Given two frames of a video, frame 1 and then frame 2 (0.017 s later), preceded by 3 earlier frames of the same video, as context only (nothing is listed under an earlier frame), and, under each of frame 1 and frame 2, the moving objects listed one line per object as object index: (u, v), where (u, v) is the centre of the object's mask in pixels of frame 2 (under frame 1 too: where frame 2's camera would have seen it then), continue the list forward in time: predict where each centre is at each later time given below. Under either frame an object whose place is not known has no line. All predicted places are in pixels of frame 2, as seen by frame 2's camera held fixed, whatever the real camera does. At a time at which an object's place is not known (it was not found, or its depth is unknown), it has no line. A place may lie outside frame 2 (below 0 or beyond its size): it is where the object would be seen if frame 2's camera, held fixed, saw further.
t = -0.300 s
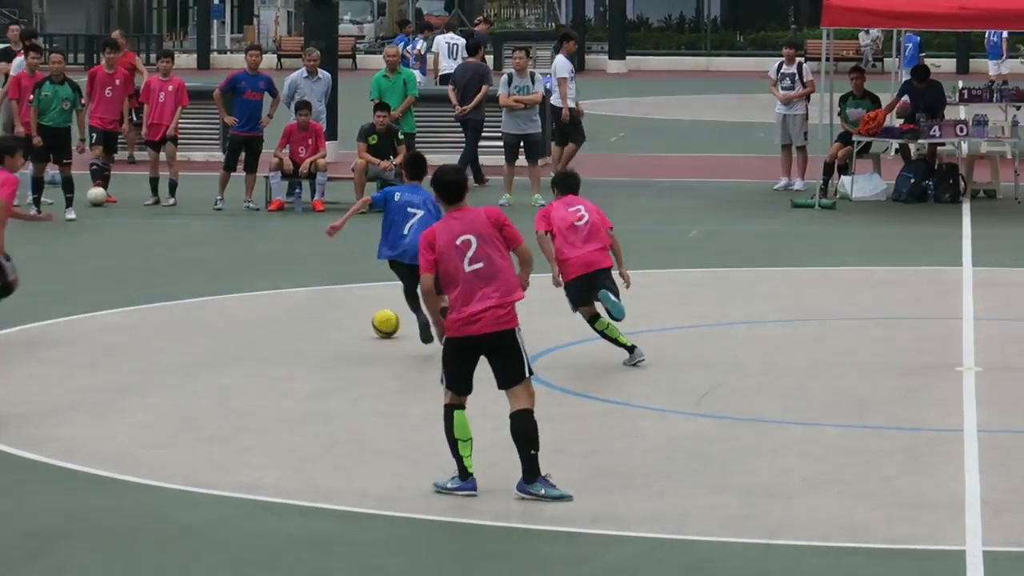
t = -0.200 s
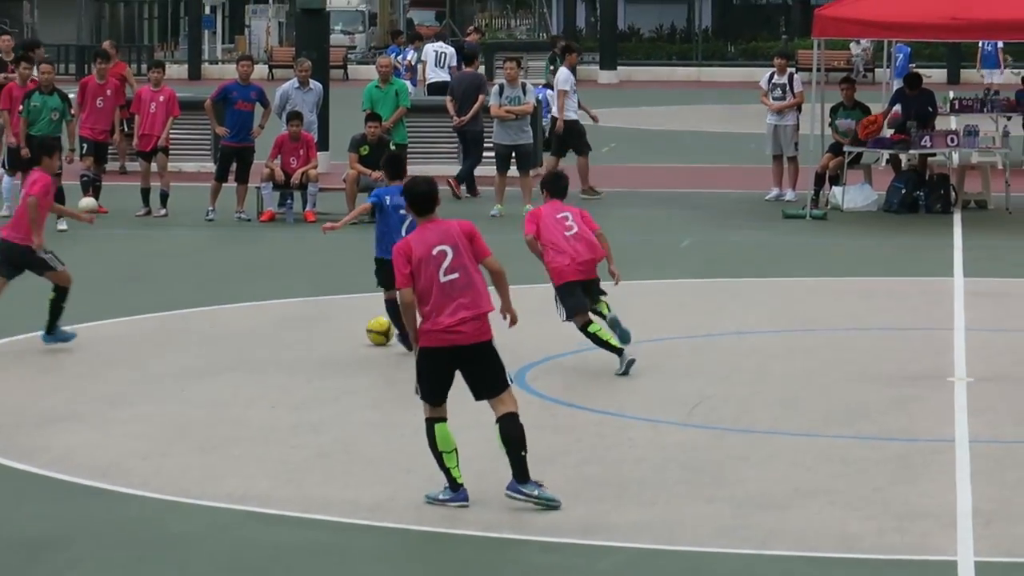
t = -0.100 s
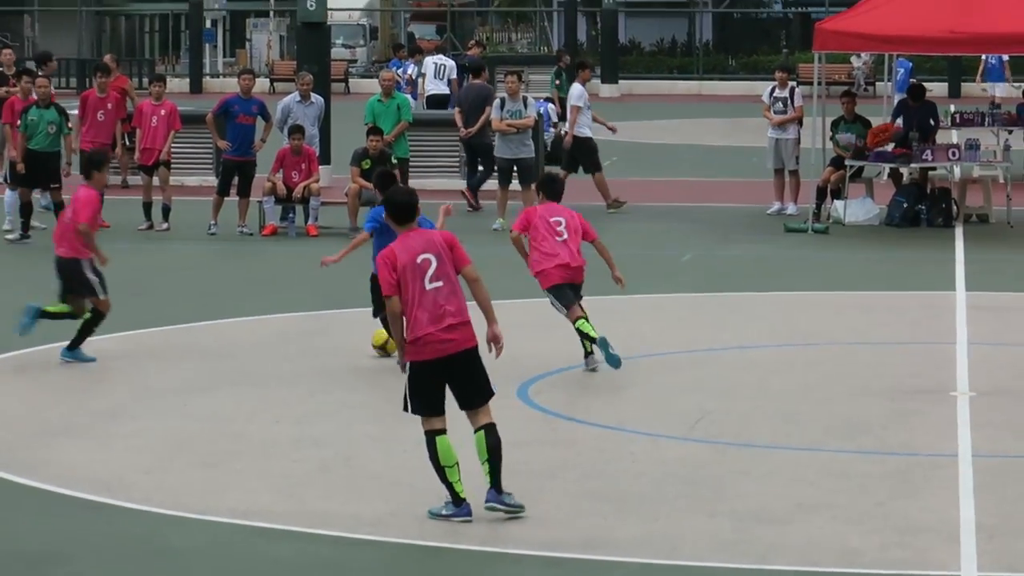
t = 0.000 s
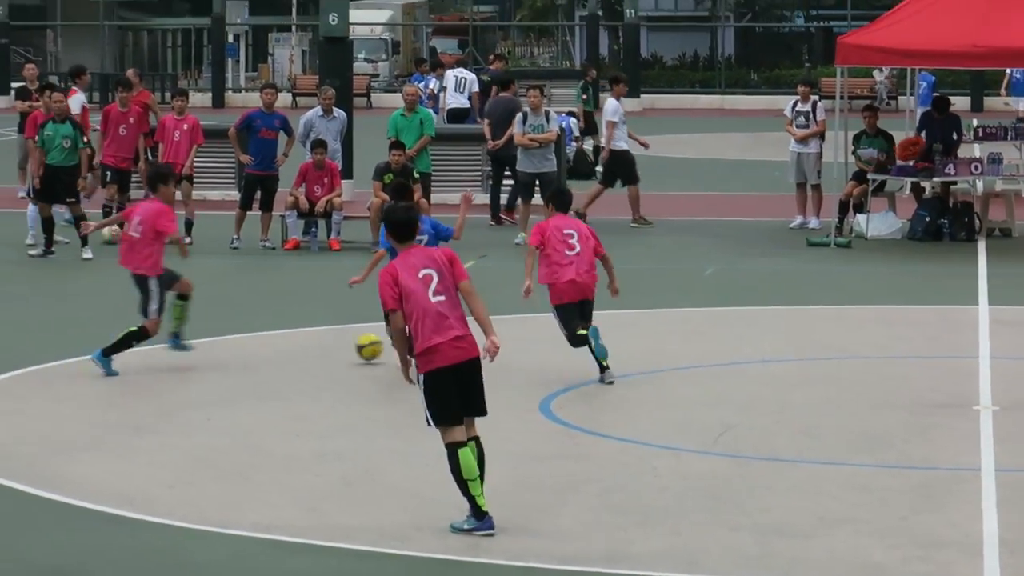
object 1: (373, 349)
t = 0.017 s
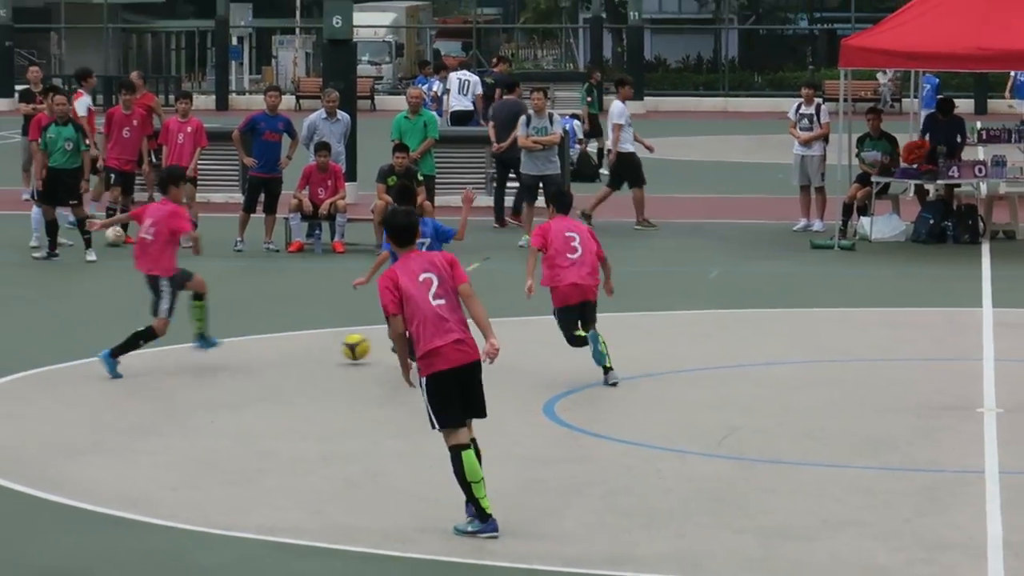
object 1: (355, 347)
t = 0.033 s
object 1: (339, 345)
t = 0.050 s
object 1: (321, 343)
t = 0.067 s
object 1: (304, 342)
